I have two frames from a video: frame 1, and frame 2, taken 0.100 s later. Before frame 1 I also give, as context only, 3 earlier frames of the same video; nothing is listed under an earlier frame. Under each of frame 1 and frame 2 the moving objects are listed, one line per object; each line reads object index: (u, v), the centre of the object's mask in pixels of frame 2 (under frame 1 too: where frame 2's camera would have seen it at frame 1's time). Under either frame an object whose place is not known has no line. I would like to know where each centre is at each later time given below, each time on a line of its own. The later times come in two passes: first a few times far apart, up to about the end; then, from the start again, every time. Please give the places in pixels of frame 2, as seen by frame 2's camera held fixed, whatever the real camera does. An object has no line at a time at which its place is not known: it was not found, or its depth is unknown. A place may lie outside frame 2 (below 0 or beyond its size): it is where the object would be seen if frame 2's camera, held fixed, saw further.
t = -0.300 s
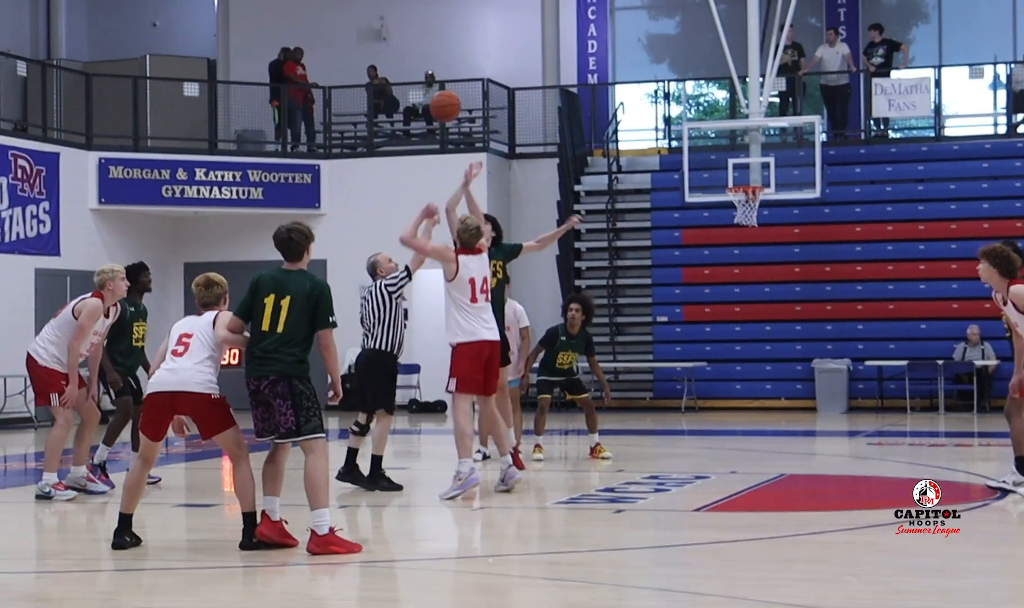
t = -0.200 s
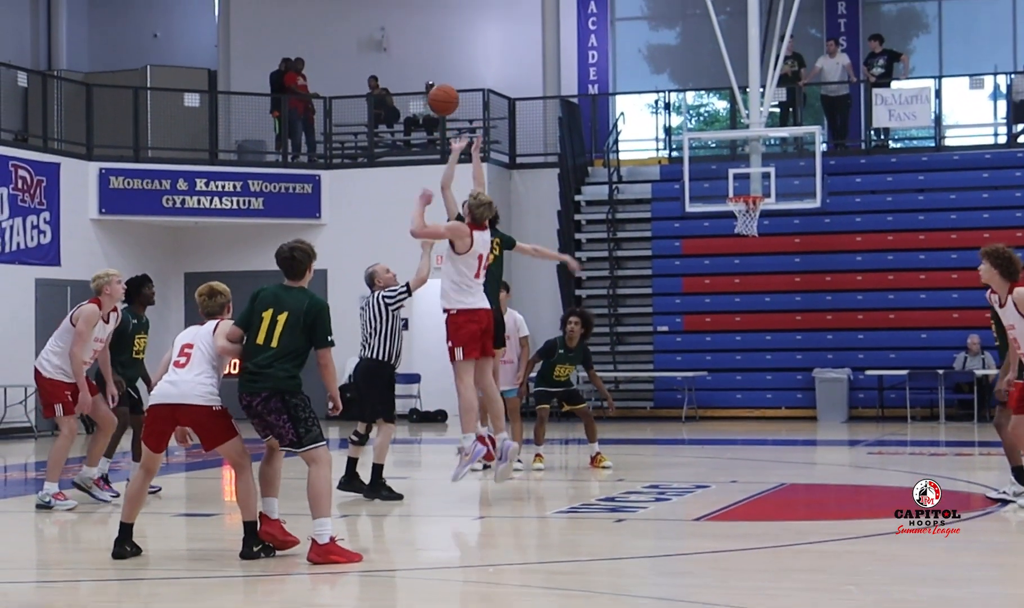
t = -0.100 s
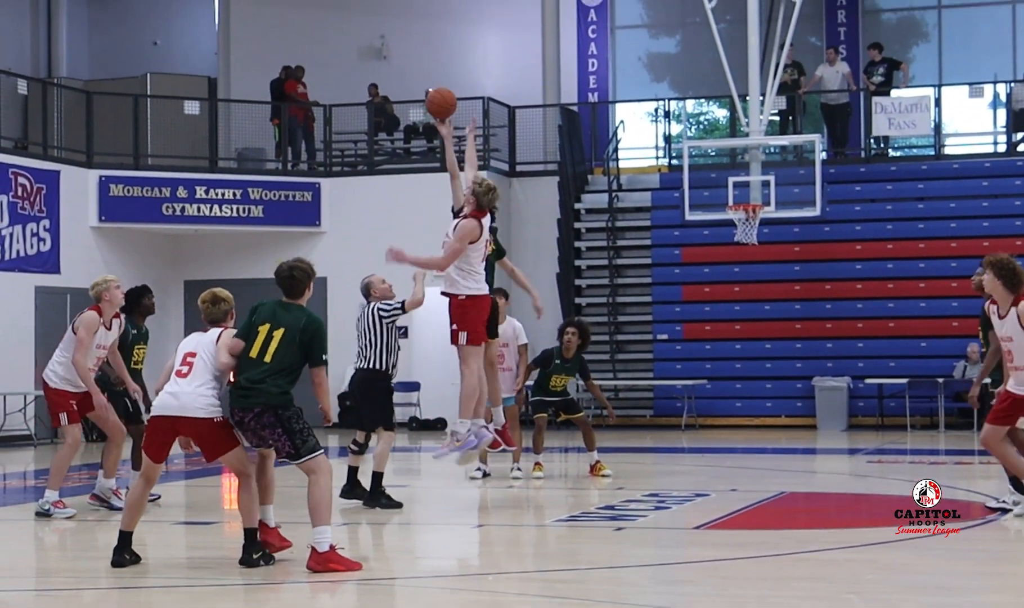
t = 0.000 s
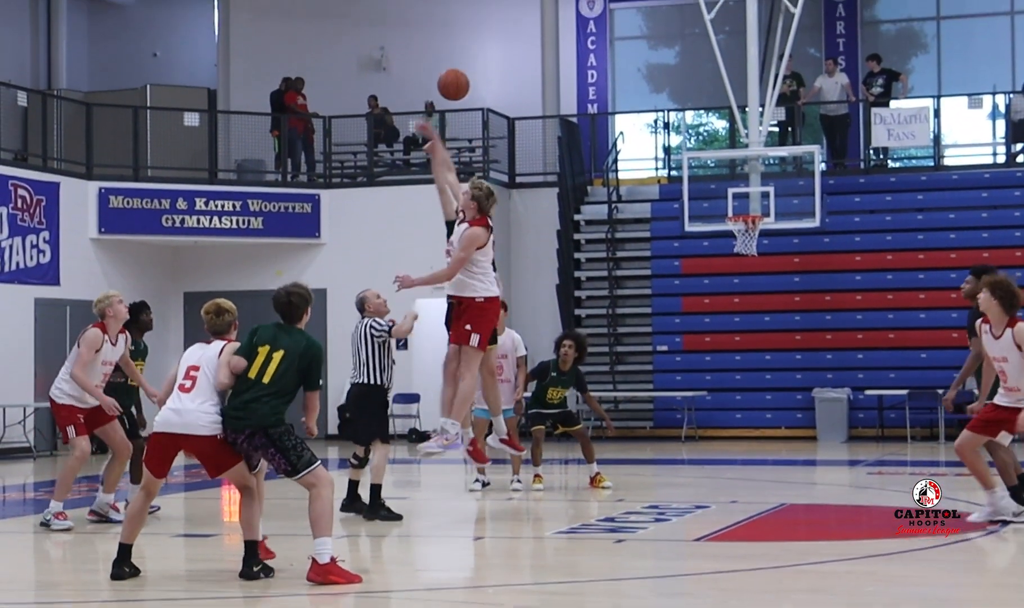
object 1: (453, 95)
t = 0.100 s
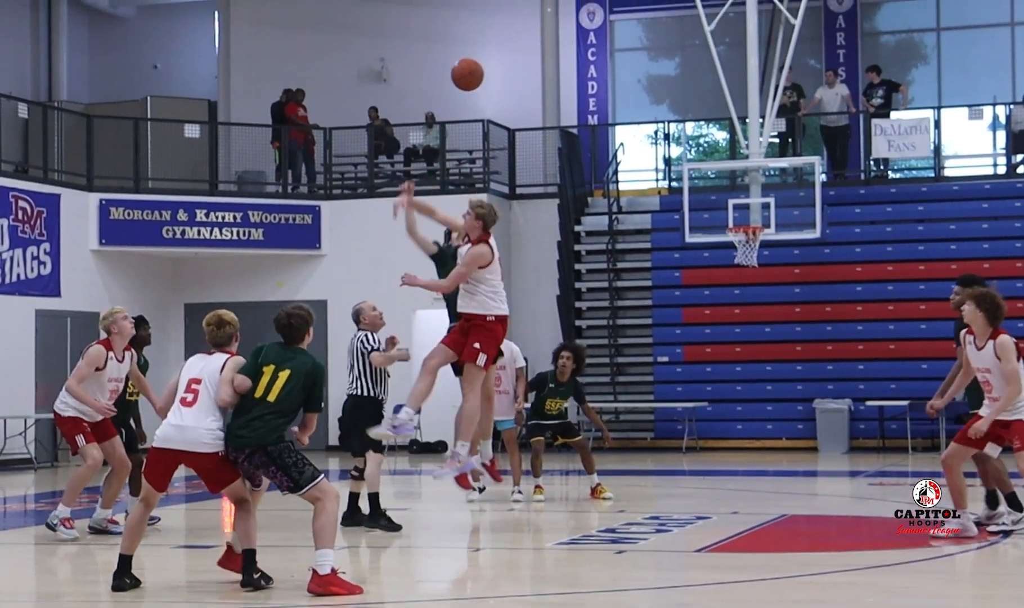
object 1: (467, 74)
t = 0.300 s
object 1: (497, 70)
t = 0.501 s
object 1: (530, 123)
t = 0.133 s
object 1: (472, 70)
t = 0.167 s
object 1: (477, 67)
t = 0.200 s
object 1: (482, 66)
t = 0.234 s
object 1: (487, 66)
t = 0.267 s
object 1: (492, 67)
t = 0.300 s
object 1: (497, 70)
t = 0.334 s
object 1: (502, 74)
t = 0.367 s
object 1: (508, 81)
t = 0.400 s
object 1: (513, 88)
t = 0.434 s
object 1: (518, 98)
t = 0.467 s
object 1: (524, 109)
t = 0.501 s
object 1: (530, 123)
